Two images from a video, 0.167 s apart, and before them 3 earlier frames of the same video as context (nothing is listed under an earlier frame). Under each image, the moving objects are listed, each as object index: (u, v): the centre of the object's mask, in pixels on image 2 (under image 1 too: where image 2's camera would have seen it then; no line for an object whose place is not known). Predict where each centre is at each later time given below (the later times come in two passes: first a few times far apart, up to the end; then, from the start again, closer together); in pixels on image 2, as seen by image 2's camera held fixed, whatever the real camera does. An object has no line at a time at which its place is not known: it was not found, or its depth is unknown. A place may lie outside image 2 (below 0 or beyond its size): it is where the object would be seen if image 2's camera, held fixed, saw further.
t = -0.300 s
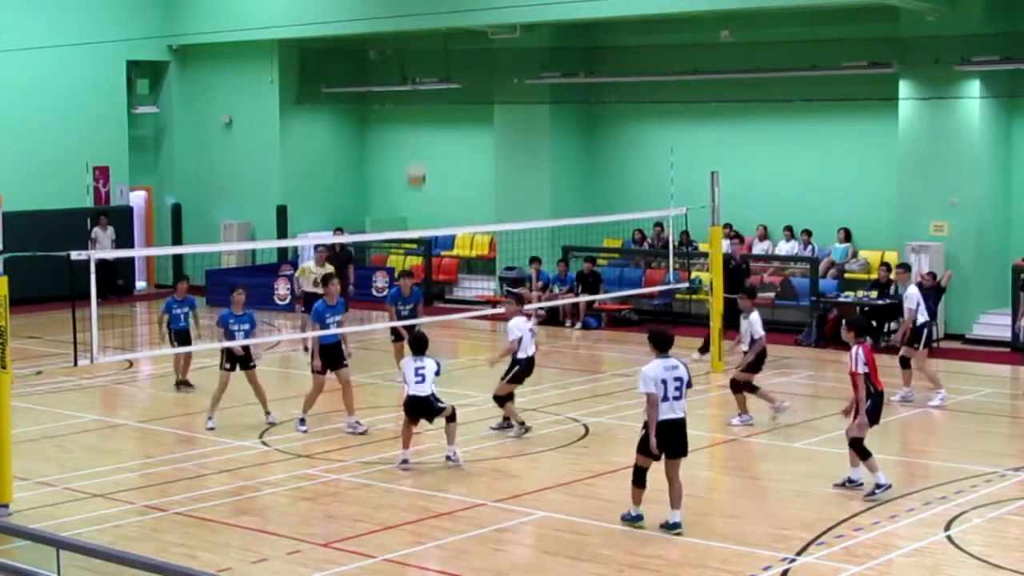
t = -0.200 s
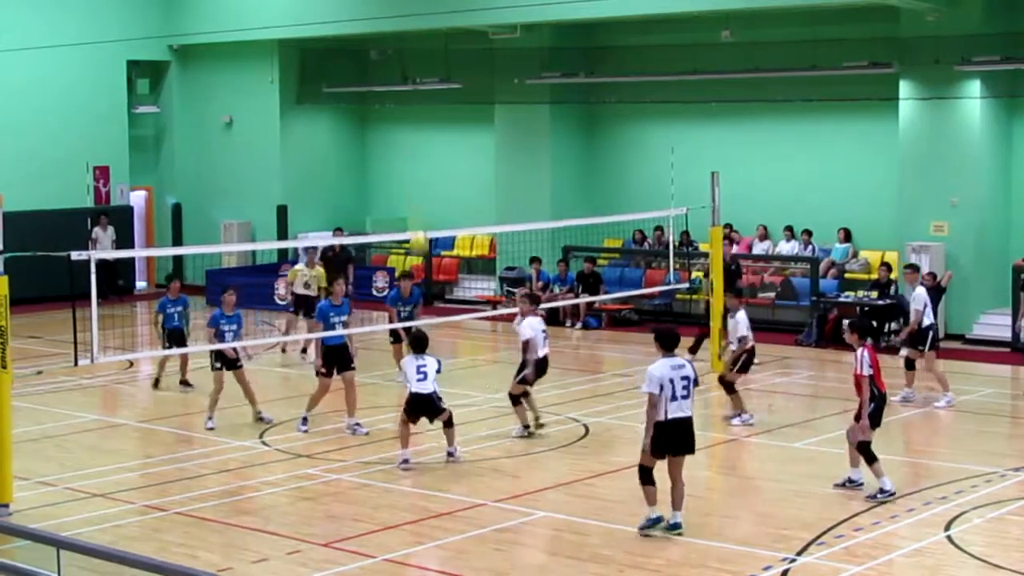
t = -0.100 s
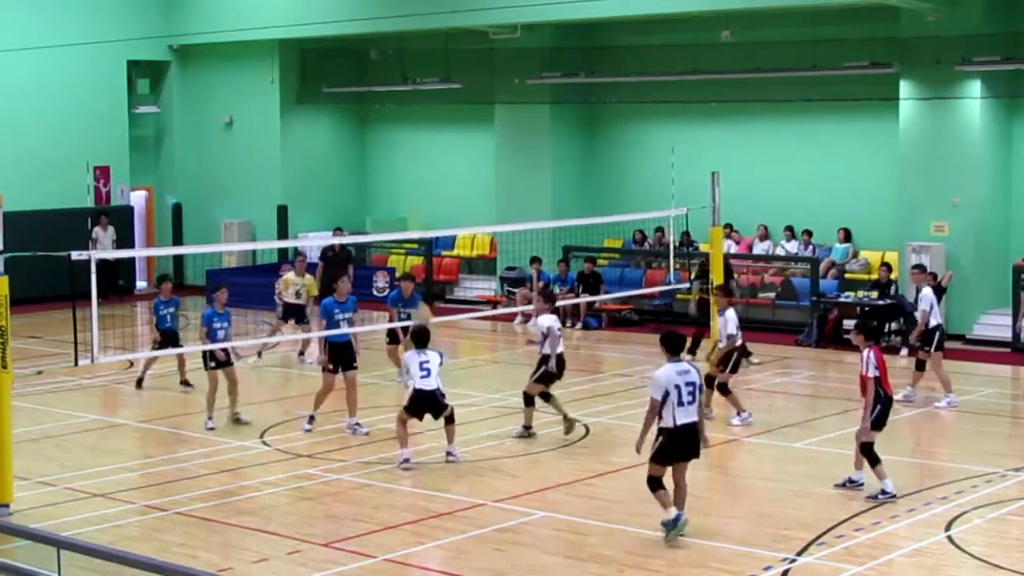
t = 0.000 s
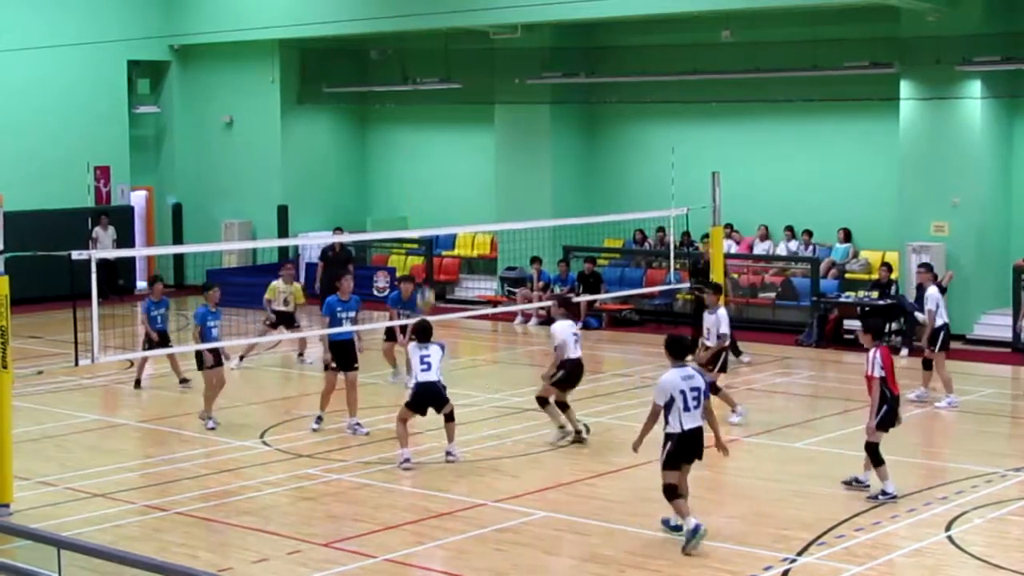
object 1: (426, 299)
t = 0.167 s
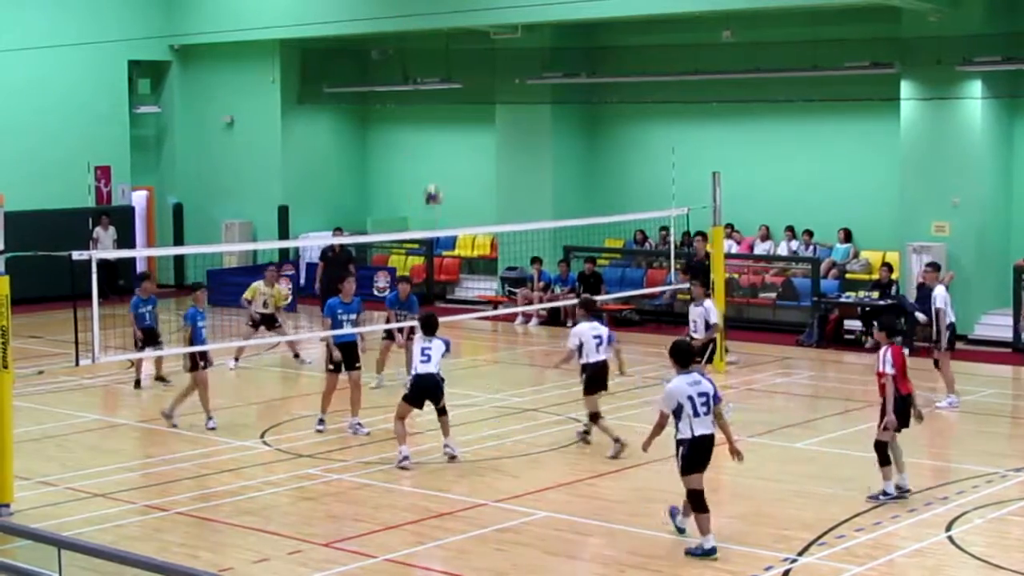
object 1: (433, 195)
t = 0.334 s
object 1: (441, 120)
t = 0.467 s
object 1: (448, 80)
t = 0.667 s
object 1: (457, 55)
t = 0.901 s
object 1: (471, 70)
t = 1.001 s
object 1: (476, 91)
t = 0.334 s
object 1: (441, 120)
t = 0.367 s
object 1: (443, 108)
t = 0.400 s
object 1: (444, 98)
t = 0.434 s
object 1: (446, 89)
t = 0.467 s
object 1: (448, 80)
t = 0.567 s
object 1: (453, 63)
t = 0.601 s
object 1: (454, 60)
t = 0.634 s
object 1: (456, 57)
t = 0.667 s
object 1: (457, 55)
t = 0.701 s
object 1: (459, 54)
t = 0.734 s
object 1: (461, 54)
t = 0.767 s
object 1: (463, 55)
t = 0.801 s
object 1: (465, 58)
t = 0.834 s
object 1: (467, 61)
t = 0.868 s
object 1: (468, 65)
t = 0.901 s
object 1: (471, 70)
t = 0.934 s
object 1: (473, 76)
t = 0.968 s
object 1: (474, 83)
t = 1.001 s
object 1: (476, 91)
